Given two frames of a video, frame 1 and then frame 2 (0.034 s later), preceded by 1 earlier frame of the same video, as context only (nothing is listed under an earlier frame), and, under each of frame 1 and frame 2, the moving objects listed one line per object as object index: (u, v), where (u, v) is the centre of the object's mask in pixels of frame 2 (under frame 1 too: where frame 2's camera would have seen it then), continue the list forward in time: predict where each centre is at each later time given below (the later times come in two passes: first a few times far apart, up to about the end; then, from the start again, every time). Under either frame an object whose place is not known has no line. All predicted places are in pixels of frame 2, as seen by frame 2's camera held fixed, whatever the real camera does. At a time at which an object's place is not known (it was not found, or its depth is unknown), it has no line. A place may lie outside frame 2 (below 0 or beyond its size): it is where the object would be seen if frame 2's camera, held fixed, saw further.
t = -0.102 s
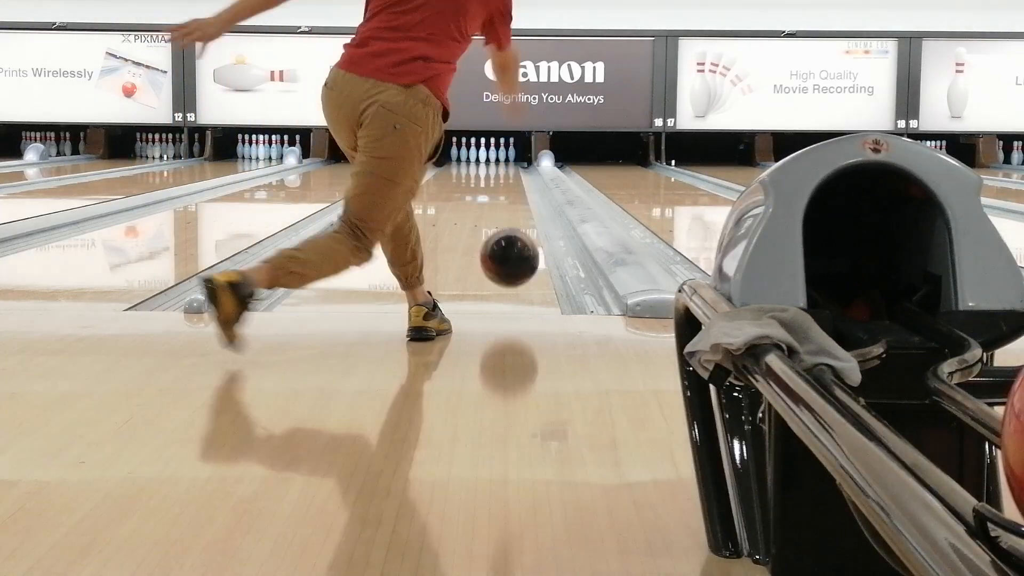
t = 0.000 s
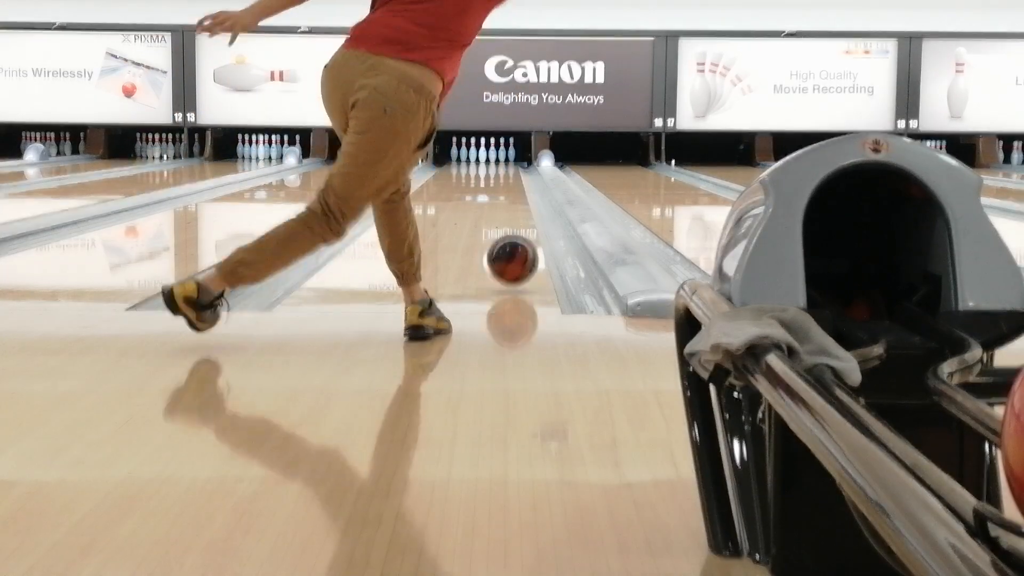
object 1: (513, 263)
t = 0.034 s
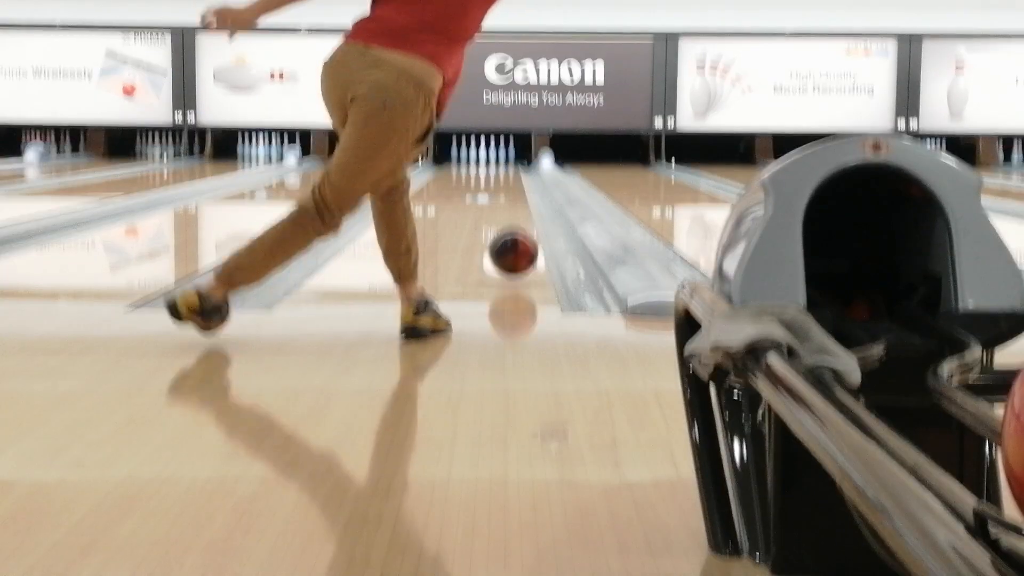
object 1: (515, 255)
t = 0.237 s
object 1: (517, 232)
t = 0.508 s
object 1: (519, 209)
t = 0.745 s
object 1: (520, 195)
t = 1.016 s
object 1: (520, 184)
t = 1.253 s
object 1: (519, 176)
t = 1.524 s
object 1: (516, 170)
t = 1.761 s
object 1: (513, 166)
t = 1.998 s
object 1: (508, 162)
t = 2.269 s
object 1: (499, 159)
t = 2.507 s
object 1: (492, 156)
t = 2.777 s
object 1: (492, 155)
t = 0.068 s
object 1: (514, 246)
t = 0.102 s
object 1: (515, 244)
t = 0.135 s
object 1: (515, 242)
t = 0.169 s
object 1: (516, 238)
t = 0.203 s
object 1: (516, 235)
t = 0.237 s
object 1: (517, 232)
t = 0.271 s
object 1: (518, 228)
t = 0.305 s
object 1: (518, 225)
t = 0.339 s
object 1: (518, 223)
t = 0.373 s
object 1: (518, 219)
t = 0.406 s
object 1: (519, 217)
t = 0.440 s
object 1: (519, 214)
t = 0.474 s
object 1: (519, 212)
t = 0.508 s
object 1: (519, 209)
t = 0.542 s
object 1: (519, 207)
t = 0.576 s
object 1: (519, 204)
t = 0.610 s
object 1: (520, 203)
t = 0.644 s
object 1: (520, 200)
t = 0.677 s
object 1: (520, 199)
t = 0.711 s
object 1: (520, 197)
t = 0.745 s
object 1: (520, 195)
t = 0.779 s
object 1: (520, 194)
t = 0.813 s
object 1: (520, 192)
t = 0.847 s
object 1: (520, 191)
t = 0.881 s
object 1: (520, 190)
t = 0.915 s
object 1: (520, 188)
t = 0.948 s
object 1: (520, 187)
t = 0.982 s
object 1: (520, 186)
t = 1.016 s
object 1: (520, 184)
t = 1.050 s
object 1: (519, 183)
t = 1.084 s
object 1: (519, 182)
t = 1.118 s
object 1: (519, 181)
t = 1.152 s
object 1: (519, 179)
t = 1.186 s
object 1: (519, 178)
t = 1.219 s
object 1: (519, 178)
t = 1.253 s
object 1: (519, 176)
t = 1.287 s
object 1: (518, 175)
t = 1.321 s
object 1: (517, 175)
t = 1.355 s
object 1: (518, 174)
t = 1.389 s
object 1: (517, 173)
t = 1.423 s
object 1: (517, 172)
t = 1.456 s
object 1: (517, 171)
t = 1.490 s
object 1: (516, 170)
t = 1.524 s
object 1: (516, 170)
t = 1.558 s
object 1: (516, 169)
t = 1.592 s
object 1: (516, 168)
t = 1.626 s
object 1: (515, 168)
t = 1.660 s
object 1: (515, 167)
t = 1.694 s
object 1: (515, 167)
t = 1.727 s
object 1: (514, 166)
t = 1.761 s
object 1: (513, 166)
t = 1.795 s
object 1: (513, 165)
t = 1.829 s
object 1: (512, 164)
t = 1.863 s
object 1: (512, 164)
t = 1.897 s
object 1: (511, 163)
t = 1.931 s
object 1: (510, 163)
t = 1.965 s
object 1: (509, 163)
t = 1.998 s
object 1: (508, 162)
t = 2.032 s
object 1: (507, 162)
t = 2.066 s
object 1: (506, 161)
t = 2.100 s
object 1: (505, 161)
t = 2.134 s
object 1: (504, 161)
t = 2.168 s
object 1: (502, 160)
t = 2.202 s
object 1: (501, 160)
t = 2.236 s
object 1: (501, 159)
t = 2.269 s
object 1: (499, 159)
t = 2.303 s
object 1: (498, 158)
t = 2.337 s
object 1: (497, 158)
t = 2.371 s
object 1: (496, 158)
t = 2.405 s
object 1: (495, 158)
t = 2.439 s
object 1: (494, 158)
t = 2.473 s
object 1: (493, 157)
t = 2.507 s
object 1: (492, 156)
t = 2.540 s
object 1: (491, 156)
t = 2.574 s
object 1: (491, 156)
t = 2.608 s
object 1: (492, 156)
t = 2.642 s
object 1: (492, 156)
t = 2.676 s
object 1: (493, 155)
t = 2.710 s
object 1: (492, 155)
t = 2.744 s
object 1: (492, 155)
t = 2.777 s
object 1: (492, 155)
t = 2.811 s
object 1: (492, 154)
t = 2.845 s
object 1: (491, 155)
